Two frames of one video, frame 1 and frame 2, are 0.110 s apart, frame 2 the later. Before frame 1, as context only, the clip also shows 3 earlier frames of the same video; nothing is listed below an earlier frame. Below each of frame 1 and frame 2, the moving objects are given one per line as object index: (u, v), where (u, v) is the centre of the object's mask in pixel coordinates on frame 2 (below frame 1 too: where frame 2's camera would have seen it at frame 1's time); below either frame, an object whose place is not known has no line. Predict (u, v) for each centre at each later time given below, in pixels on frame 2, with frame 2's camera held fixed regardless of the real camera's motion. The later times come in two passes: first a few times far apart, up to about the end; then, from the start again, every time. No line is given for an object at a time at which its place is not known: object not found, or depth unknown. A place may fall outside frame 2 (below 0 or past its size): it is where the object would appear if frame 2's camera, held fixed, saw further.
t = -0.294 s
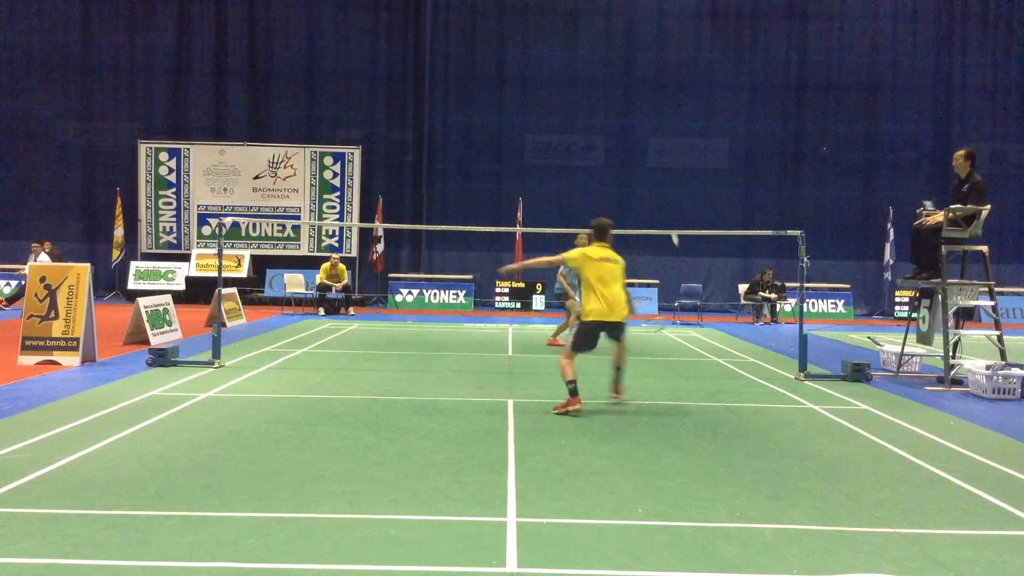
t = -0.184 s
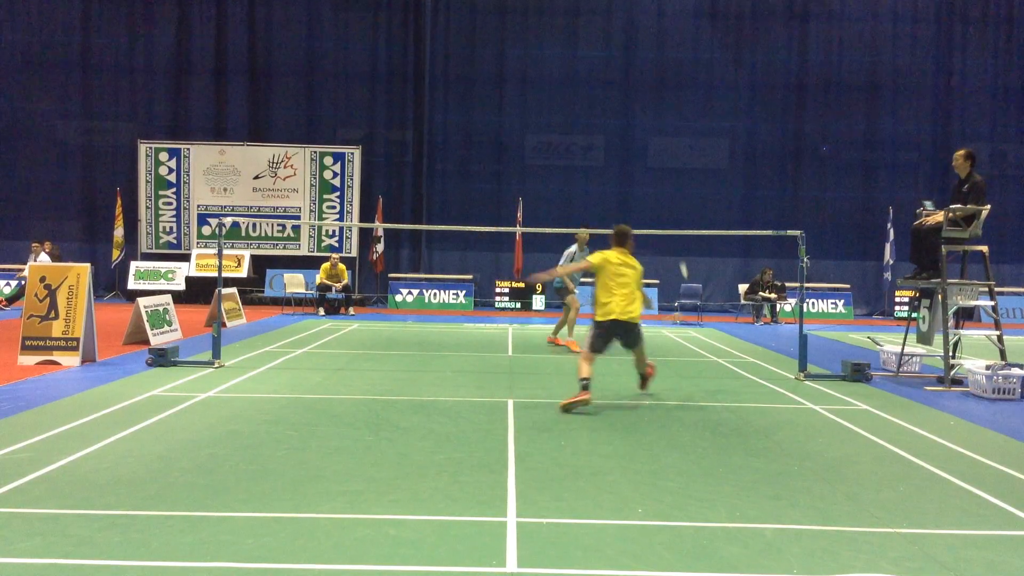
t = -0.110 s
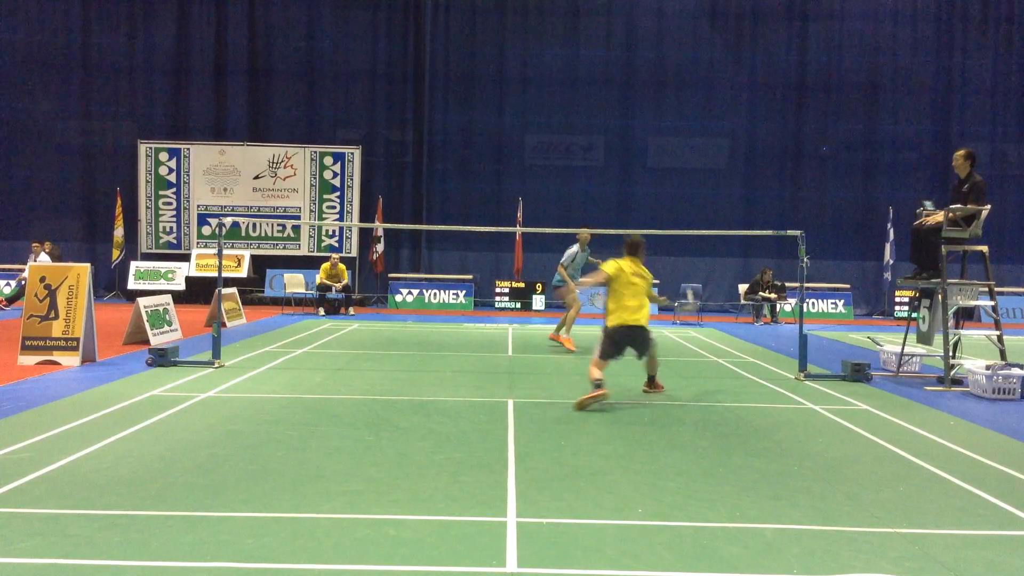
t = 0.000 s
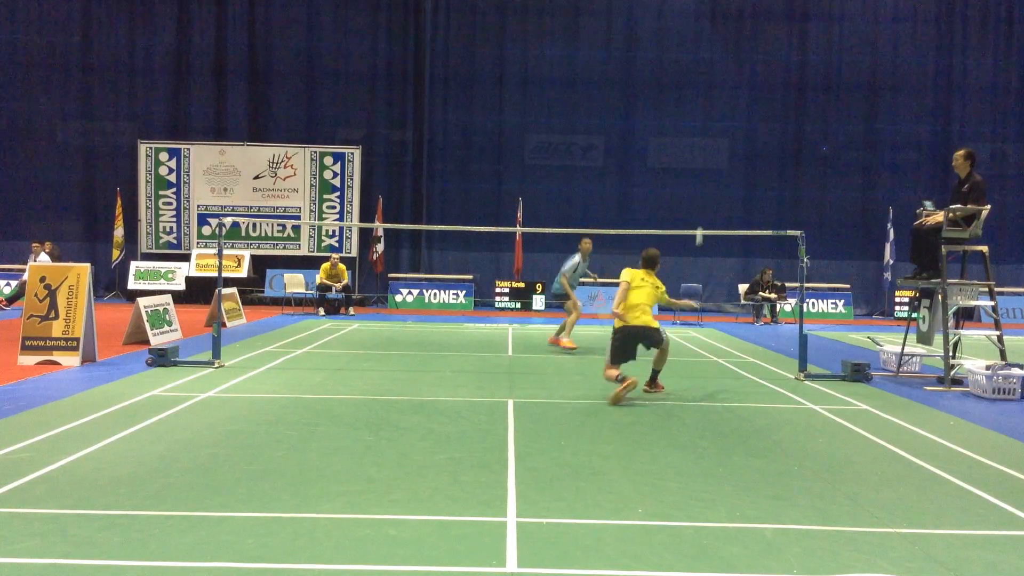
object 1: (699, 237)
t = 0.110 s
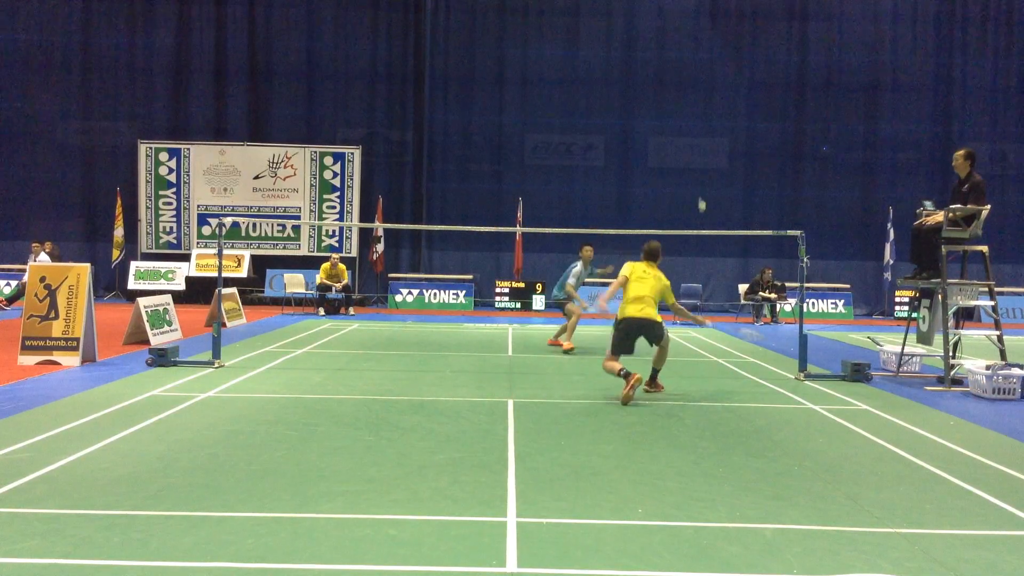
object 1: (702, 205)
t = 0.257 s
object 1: (702, 177)
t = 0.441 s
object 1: (707, 175)
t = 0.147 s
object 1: (702, 197)
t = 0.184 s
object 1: (702, 190)
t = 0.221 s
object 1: (701, 182)
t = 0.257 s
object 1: (702, 177)
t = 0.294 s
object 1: (703, 174)
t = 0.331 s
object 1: (705, 171)
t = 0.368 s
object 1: (705, 171)
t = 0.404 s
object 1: (706, 172)
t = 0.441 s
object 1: (707, 175)
